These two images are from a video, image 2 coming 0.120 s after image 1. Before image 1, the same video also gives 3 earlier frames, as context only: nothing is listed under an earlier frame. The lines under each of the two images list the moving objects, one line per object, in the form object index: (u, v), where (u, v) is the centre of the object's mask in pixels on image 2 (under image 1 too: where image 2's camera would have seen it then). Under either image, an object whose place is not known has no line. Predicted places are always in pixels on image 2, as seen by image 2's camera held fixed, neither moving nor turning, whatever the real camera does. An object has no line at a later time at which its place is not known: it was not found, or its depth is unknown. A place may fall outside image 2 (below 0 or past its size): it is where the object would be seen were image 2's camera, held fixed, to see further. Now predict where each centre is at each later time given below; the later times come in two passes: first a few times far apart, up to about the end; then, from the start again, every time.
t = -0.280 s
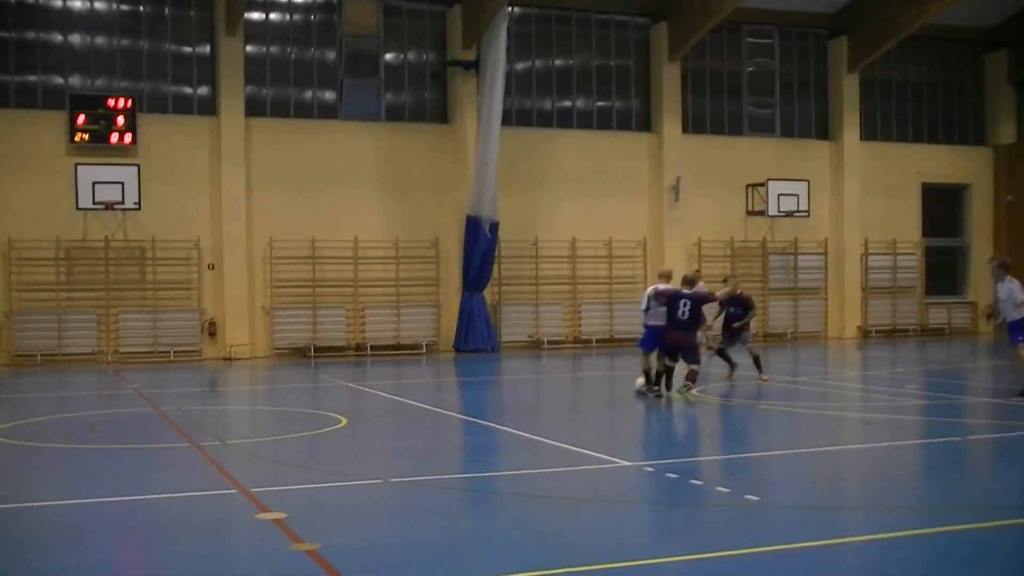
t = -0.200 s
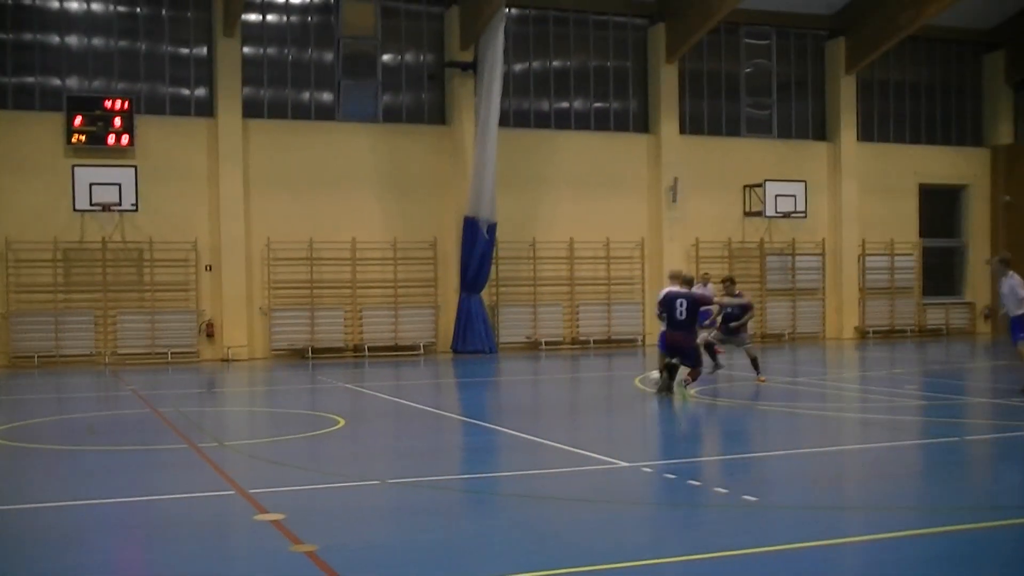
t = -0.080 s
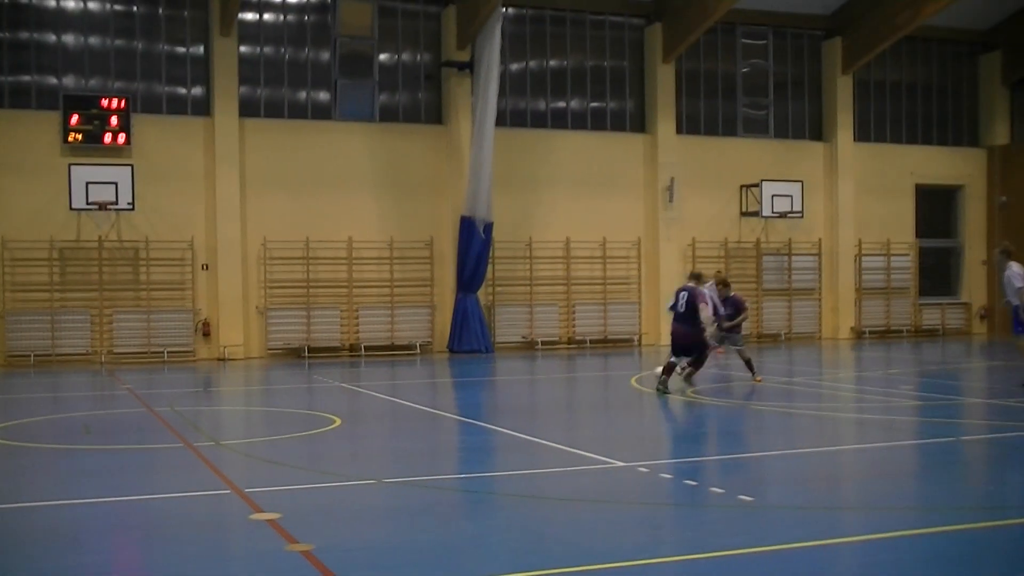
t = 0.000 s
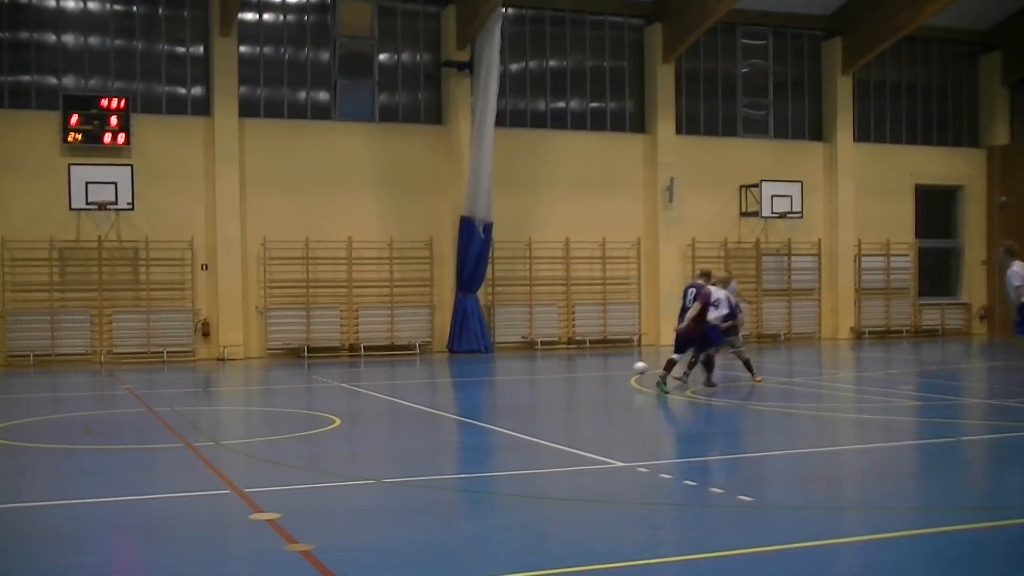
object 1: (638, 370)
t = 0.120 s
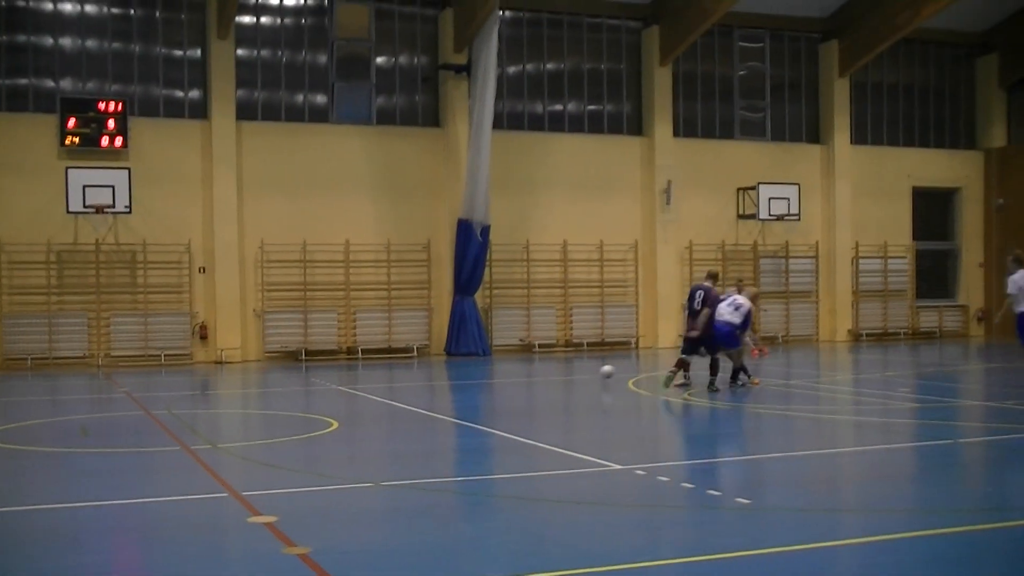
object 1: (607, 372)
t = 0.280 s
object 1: (569, 373)
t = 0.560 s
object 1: (506, 375)
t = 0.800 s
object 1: (455, 374)
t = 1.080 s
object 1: (398, 374)
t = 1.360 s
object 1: (346, 374)
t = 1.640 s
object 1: (290, 373)
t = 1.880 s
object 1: (245, 373)
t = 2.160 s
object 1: (193, 373)
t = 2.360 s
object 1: (159, 373)
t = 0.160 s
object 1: (597, 373)
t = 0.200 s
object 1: (588, 376)
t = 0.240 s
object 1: (578, 374)
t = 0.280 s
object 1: (569, 373)
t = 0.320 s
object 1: (560, 374)
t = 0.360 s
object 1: (550, 375)
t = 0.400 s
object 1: (542, 375)
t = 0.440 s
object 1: (532, 375)
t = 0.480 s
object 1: (524, 375)
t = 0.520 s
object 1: (515, 375)
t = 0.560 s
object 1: (506, 375)
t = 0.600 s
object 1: (497, 374)
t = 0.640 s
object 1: (489, 374)
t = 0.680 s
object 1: (480, 374)
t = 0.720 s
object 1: (472, 374)
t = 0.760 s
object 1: (463, 374)
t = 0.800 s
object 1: (455, 374)
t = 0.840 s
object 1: (447, 374)
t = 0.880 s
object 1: (438, 374)
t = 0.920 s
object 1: (430, 374)
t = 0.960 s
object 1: (422, 374)
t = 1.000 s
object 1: (414, 374)
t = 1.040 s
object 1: (405, 374)
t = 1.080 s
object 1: (398, 374)
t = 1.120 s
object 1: (390, 374)
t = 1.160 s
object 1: (383, 374)
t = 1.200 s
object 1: (375, 374)
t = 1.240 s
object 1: (367, 374)
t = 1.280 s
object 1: (360, 374)
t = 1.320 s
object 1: (353, 374)
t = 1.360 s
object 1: (346, 374)
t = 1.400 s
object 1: (338, 374)
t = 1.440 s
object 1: (330, 374)
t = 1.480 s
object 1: (323, 373)
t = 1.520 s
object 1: (316, 373)
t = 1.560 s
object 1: (307, 373)
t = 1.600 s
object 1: (298, 373)
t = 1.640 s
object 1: (290, 373)
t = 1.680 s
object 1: (283, 374)
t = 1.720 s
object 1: (275, 374)
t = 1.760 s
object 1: (267, 374)
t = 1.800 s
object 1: (259, 373)
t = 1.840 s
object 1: (252, 374)
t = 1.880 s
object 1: (245, 373)
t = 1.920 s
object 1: (237, 374)
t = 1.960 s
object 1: (229, 373)
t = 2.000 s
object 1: (222, 373)
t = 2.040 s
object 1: (215, 374)
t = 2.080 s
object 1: (207, 373)
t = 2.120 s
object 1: (200, 373)
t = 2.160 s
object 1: (193, 373)
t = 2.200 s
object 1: (186, 373)
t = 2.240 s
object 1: (179, 373)
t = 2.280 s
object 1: (172, 373)
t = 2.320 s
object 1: (165, 373)
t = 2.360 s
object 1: (159, 373)
